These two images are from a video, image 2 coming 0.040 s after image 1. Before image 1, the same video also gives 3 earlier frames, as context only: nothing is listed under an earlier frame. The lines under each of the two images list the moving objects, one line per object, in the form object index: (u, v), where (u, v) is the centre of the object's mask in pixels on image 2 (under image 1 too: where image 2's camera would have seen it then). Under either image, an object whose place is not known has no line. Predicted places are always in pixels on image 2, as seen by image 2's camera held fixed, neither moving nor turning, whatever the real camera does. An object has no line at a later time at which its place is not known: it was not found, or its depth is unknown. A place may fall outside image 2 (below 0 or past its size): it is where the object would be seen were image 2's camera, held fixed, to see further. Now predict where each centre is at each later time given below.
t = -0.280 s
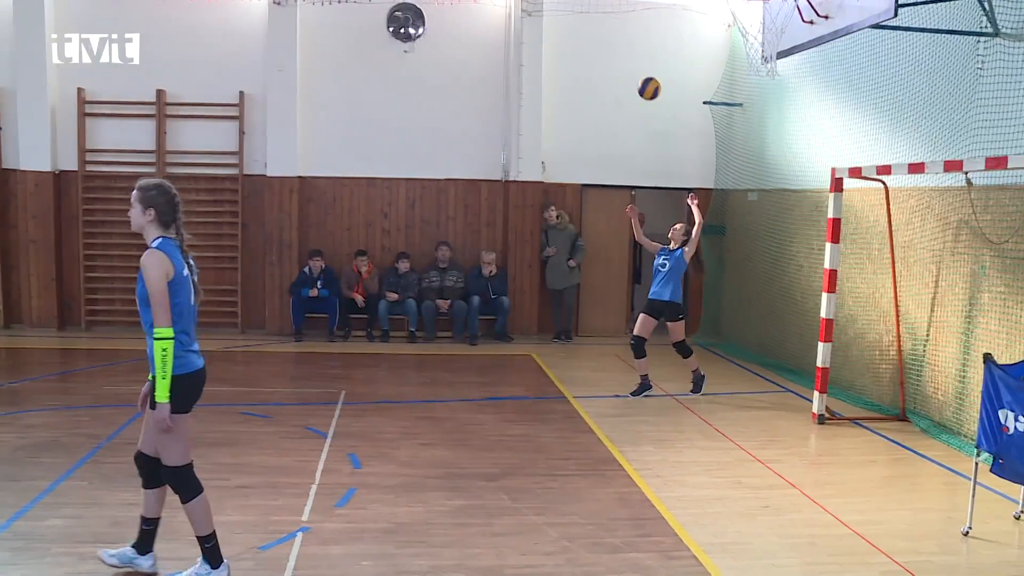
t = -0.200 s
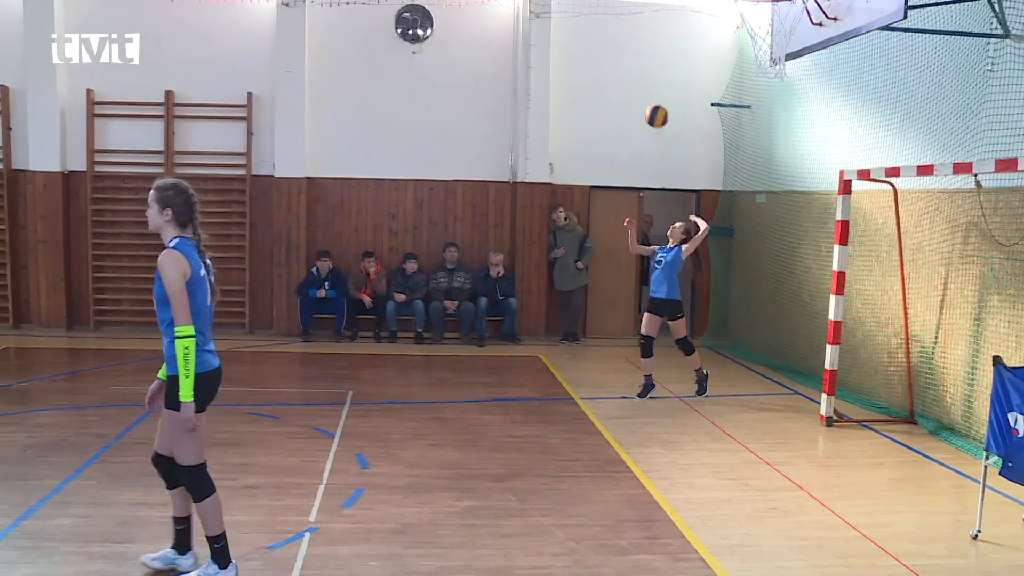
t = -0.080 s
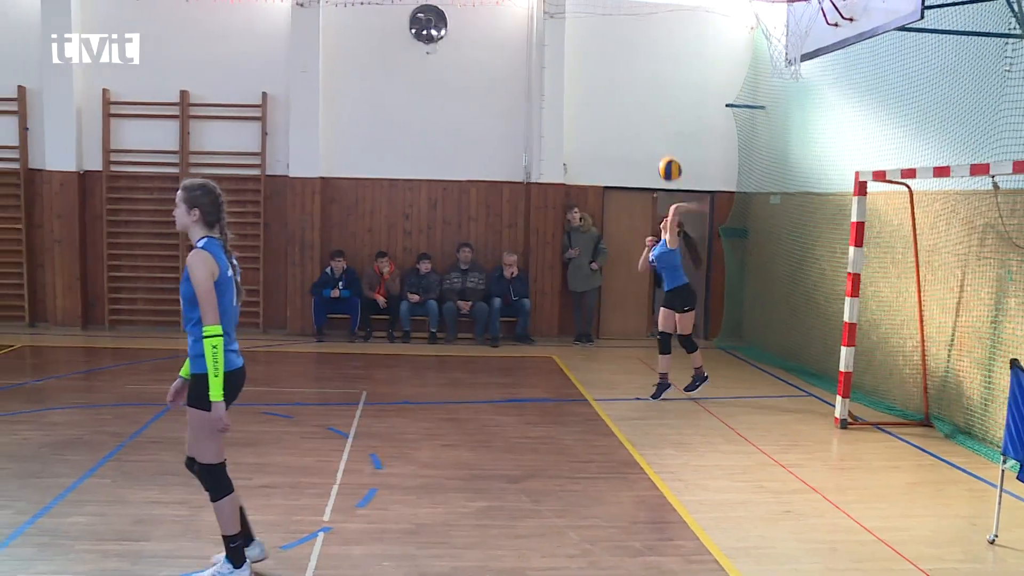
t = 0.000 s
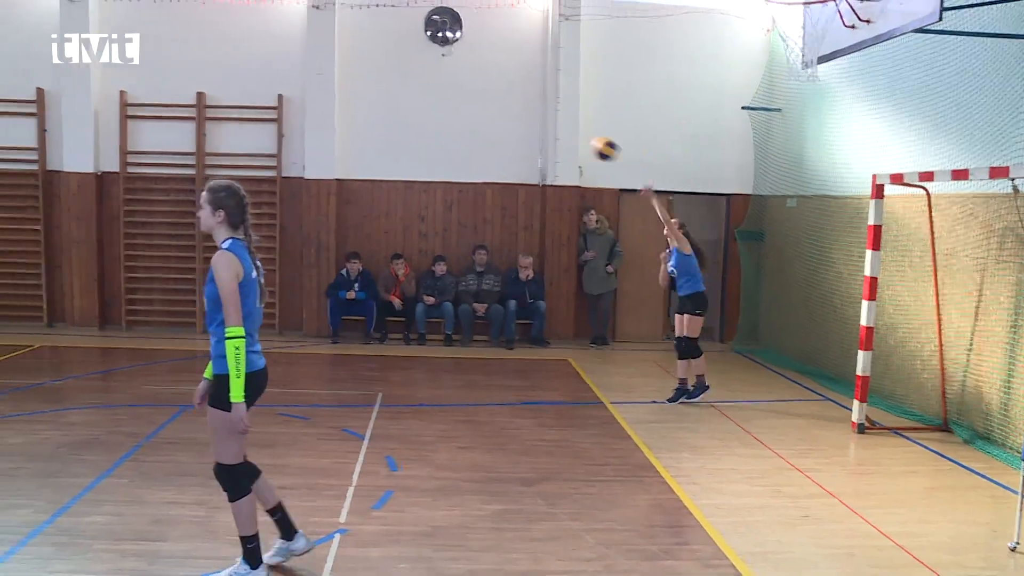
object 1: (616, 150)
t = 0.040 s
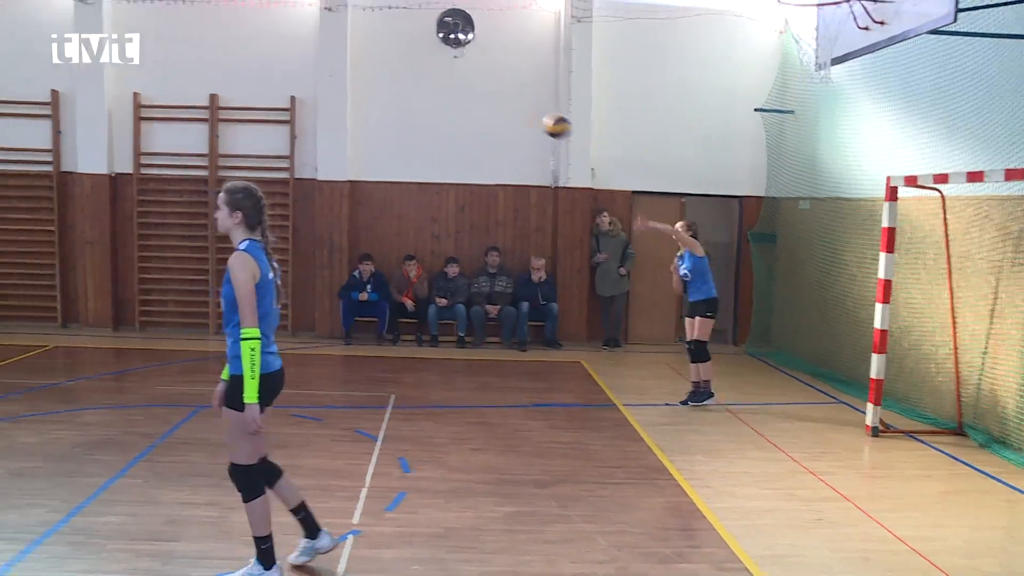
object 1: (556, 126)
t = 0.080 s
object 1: (495, 103)
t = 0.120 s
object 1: (432, 80)
